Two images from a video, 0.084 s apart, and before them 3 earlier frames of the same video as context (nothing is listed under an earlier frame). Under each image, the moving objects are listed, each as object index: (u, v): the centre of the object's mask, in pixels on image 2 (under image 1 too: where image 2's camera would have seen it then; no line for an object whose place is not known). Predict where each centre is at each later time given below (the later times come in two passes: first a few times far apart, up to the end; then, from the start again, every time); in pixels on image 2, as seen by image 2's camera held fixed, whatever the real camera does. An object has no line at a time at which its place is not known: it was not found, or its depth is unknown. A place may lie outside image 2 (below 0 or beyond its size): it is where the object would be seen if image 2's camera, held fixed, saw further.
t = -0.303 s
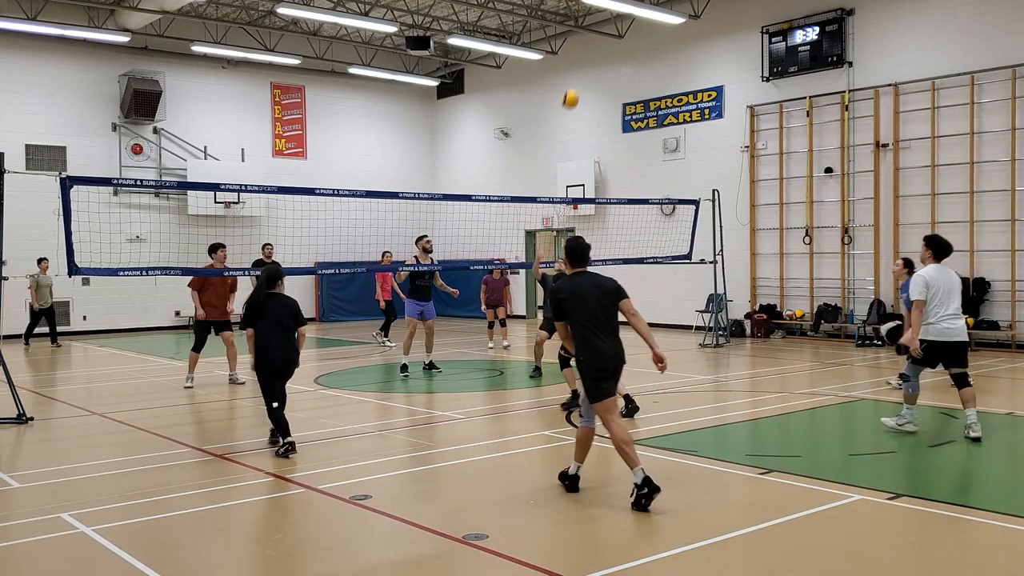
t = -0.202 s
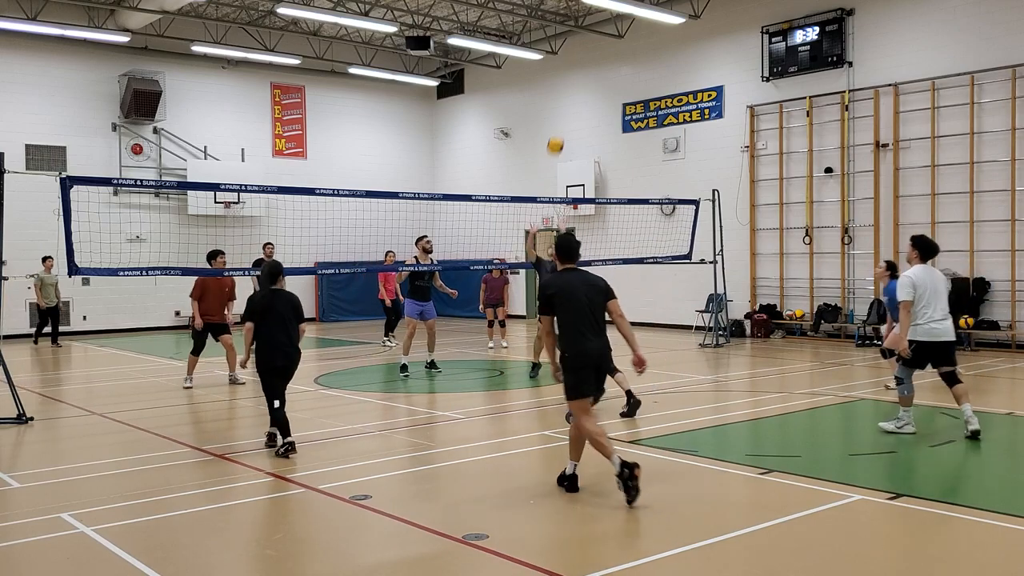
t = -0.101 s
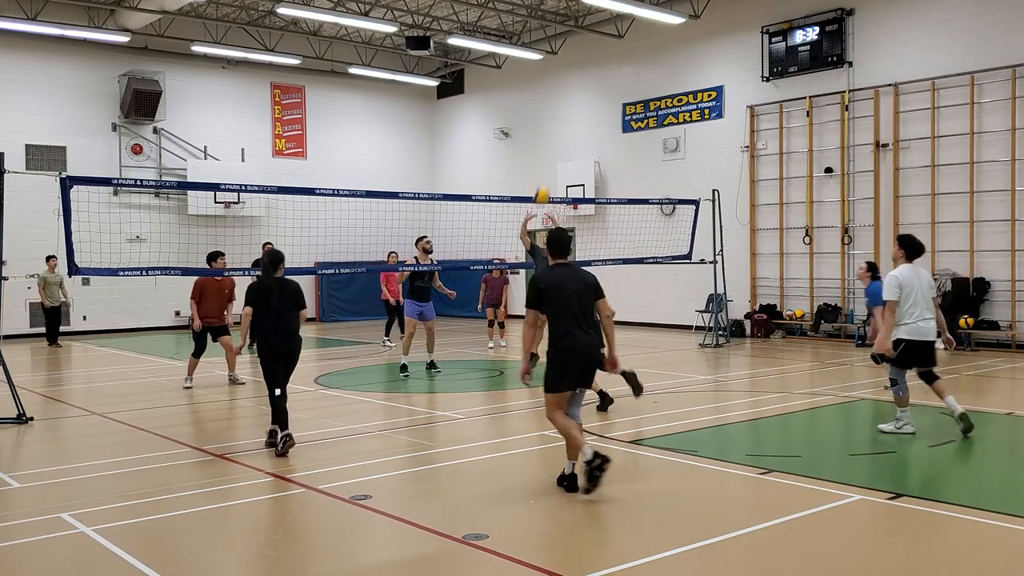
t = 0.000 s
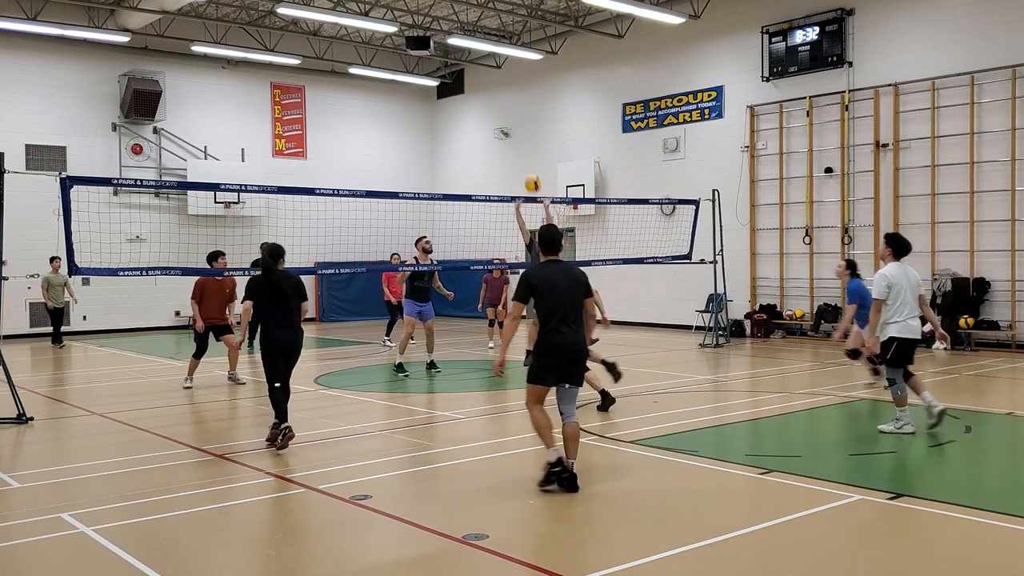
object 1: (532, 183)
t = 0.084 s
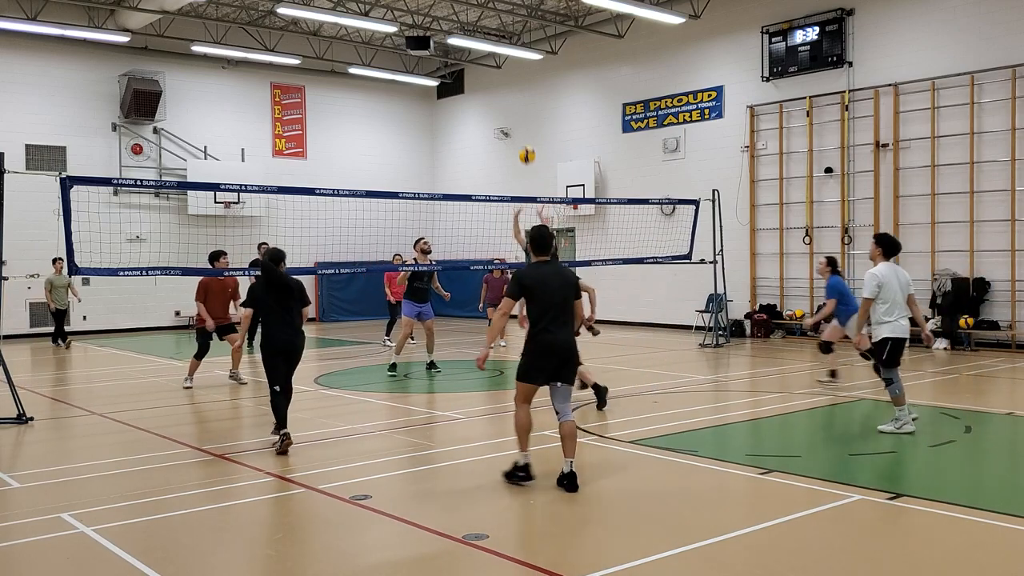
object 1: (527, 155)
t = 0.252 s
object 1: (515, 113)
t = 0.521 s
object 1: (498, 92)
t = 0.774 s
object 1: (483, 125)
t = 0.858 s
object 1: (477, 147)
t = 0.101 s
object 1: (526, 150)
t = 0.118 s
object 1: (525, 144)
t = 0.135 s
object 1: (523, 140)
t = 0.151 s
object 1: (522, 135)
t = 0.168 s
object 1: (521, 131)
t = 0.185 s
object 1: (520, 127)
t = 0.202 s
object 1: (519, 123)
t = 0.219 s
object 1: (517, 120)
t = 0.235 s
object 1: (516, 116)
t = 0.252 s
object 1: (515, 113)
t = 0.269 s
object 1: (514, 110)
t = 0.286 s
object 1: (513, 107)
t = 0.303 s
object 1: (512, 105)
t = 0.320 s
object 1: (510, 103)
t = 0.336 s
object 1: (509, 100)
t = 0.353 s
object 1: (508, 98)
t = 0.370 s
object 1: (507, 97)
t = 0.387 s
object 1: (506, 95)
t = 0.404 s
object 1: (505, 94)
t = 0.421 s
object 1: (504, 93)
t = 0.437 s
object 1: (503, 92)
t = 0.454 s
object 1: (502, 92)
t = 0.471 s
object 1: (501, 92)
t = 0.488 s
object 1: (500, 92)
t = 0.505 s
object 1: (499, 92)
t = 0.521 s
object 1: (498, 92)
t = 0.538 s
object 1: (496, 93)
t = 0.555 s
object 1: (496, 94)
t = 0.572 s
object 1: (495, 95)
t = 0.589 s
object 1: (494, 97)
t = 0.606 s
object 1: (492, 98)
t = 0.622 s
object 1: (491, 100)
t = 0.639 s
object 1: (490, 101)
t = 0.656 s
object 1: (489, 104)
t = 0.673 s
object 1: (488, 106)
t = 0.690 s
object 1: (487, 109)
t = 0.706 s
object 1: (487, 112)
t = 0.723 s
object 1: (485, 115)
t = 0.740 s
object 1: (484, 118)
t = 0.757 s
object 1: (483, 121)
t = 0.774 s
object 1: (483, 125)
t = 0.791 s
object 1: (481, 129)
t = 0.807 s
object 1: (480, 134)
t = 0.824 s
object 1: (479, 138)
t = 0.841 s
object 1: (478, 142)
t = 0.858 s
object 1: (477, 147)
